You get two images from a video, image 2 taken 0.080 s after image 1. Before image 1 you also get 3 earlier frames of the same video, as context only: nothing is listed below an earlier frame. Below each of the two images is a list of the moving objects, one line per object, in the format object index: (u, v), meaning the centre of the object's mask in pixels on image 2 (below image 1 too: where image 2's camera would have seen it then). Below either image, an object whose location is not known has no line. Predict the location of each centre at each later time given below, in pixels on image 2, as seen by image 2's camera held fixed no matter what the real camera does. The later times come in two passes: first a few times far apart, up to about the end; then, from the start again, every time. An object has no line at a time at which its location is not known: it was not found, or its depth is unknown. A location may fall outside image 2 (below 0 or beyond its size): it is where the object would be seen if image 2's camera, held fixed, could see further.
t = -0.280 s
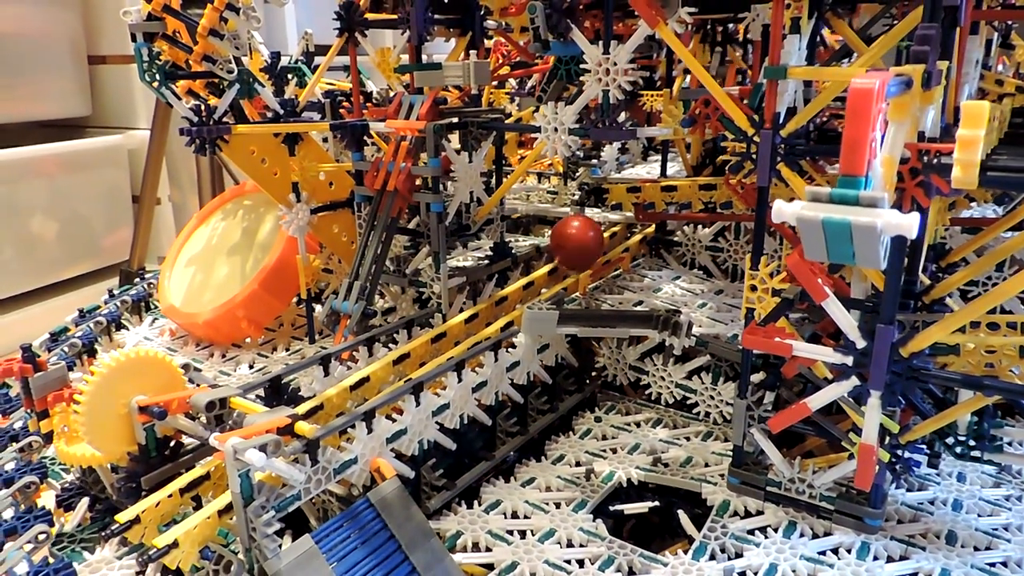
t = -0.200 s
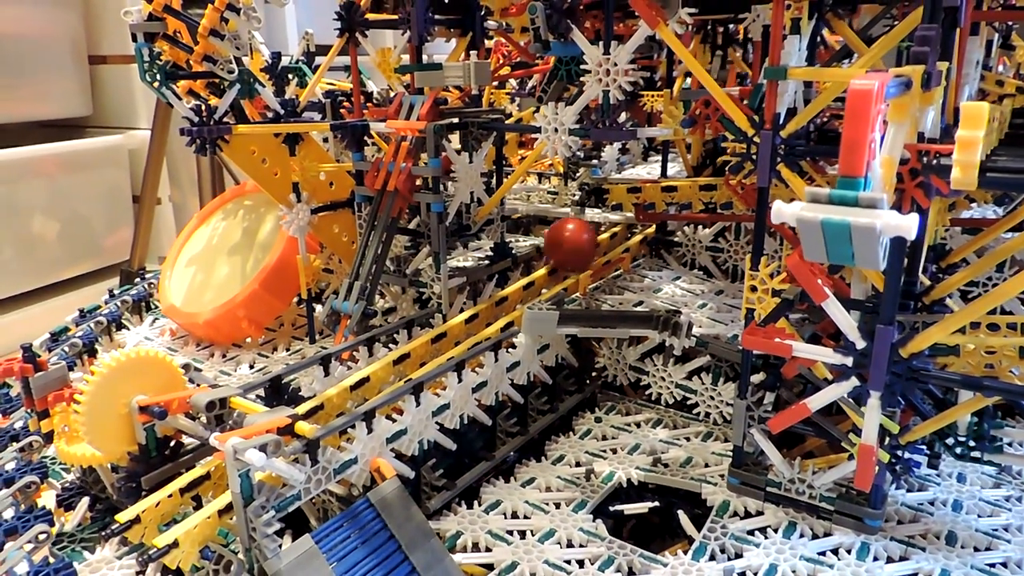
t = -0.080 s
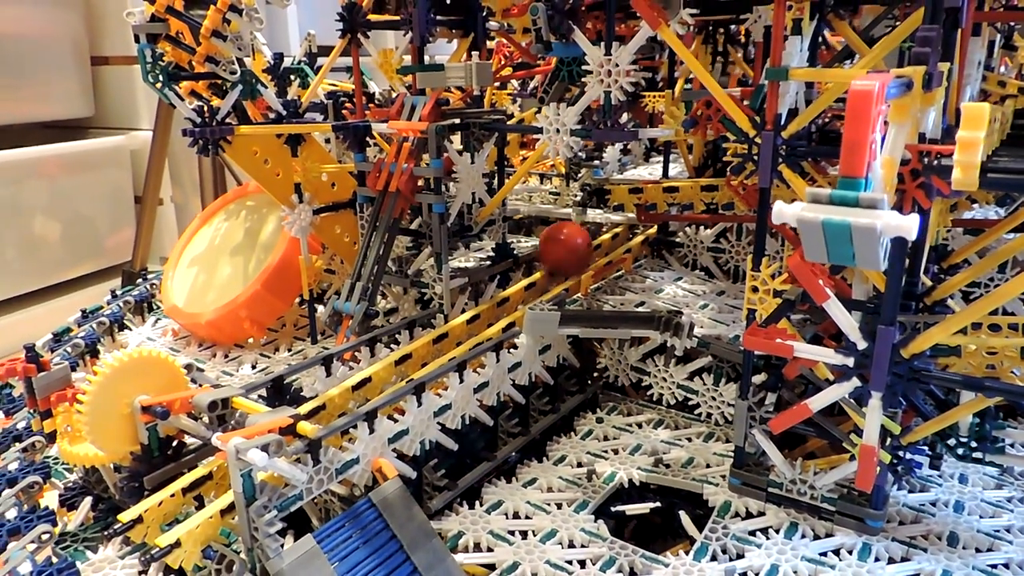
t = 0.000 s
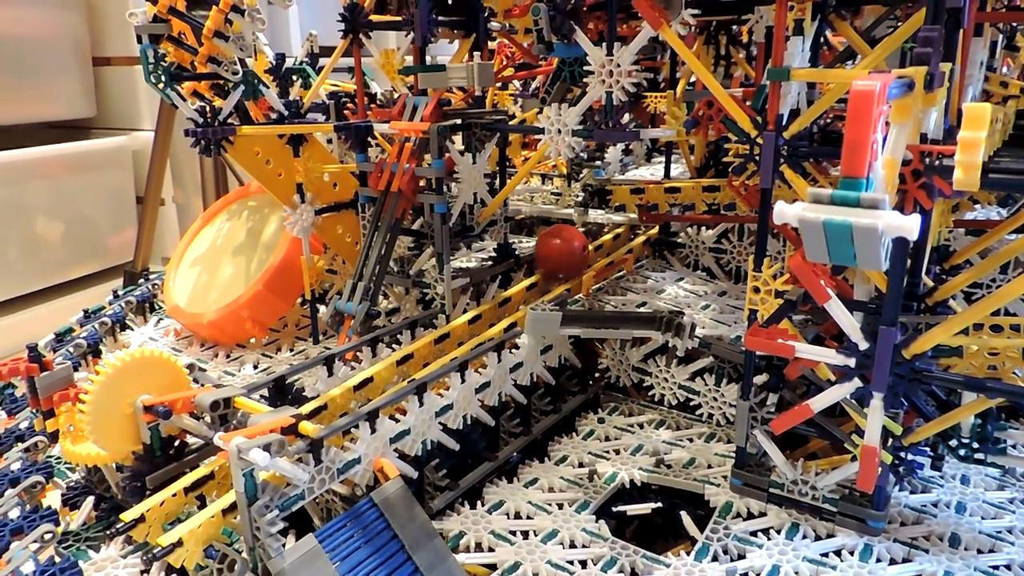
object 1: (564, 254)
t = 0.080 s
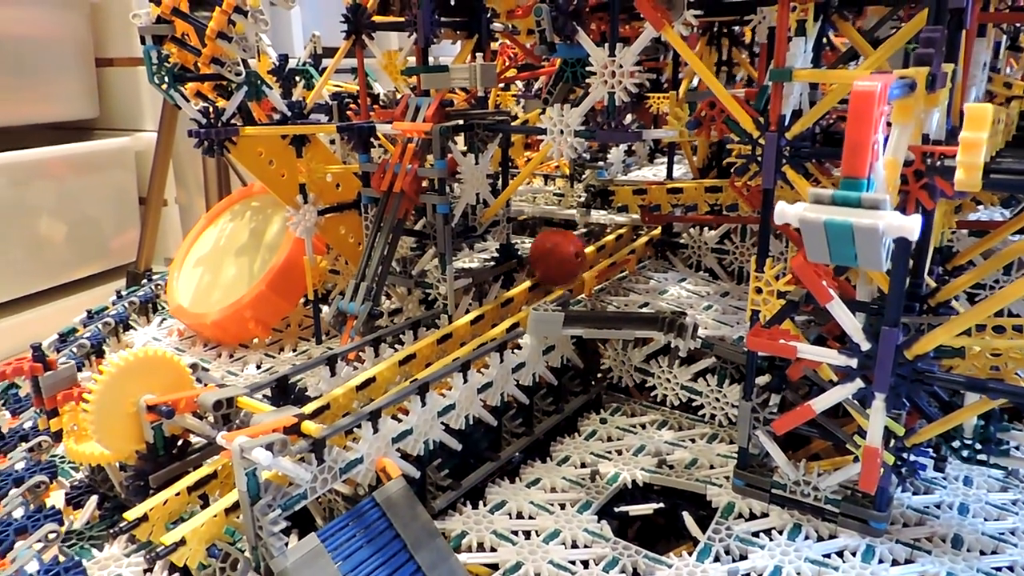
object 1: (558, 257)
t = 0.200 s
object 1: (544, 263)
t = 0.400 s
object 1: (513, 280)
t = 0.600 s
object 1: (469, 305)
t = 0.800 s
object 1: (403, 340)
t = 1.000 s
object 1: (306, 386)
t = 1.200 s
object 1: (305, 386)
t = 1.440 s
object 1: (306, 386)
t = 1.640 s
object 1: (306, 386)
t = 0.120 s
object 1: (553, 259)
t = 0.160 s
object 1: (549, 261)
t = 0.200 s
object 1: (544, 263)
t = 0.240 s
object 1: (539, 267)
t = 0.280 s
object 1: (534, 270)
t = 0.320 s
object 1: (527, 272)
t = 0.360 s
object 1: (520, 276)
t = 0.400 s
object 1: (513, 280)
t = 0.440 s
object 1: (506, 284)
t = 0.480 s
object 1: (497, 289)
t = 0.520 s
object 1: (489, 293)
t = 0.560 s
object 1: (480, 299)
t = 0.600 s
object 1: (469, 305)
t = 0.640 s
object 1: (457, 310)
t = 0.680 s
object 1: (446, 318)
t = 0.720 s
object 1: (432, 325)
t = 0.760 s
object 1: (417, 331)
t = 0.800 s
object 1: (403, 340)
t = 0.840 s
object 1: (385, 349)
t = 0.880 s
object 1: (367, 359)
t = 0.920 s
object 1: (347, 370)
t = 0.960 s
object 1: (326, 379)
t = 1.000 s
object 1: (306, 386)
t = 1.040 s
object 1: (310, 385)
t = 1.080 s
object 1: (311, 385)
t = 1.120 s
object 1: (306, 386)
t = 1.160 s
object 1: (306, 386)
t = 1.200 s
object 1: (305, 386)
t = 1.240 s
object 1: (305, 386)
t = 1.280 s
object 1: (306, 386)
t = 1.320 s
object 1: (306, 386)
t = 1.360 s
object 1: (306, 386)
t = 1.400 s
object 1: (306, 386)
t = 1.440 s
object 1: (306, 386)
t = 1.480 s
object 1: (306, 386)
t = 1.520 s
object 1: (306, 386)
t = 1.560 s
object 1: (306, 386)
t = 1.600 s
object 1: (306, 386)
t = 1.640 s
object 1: (306, 386)
